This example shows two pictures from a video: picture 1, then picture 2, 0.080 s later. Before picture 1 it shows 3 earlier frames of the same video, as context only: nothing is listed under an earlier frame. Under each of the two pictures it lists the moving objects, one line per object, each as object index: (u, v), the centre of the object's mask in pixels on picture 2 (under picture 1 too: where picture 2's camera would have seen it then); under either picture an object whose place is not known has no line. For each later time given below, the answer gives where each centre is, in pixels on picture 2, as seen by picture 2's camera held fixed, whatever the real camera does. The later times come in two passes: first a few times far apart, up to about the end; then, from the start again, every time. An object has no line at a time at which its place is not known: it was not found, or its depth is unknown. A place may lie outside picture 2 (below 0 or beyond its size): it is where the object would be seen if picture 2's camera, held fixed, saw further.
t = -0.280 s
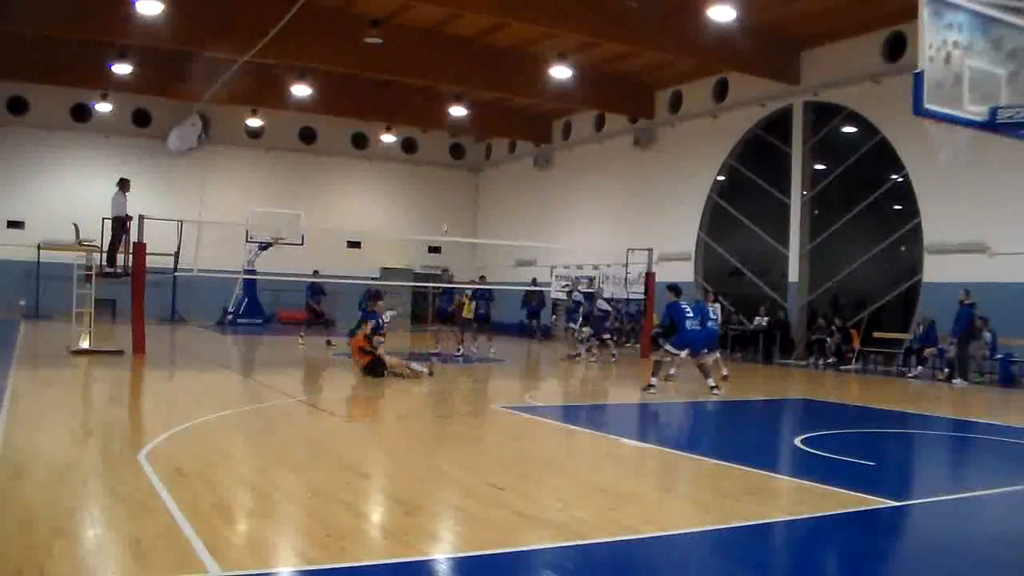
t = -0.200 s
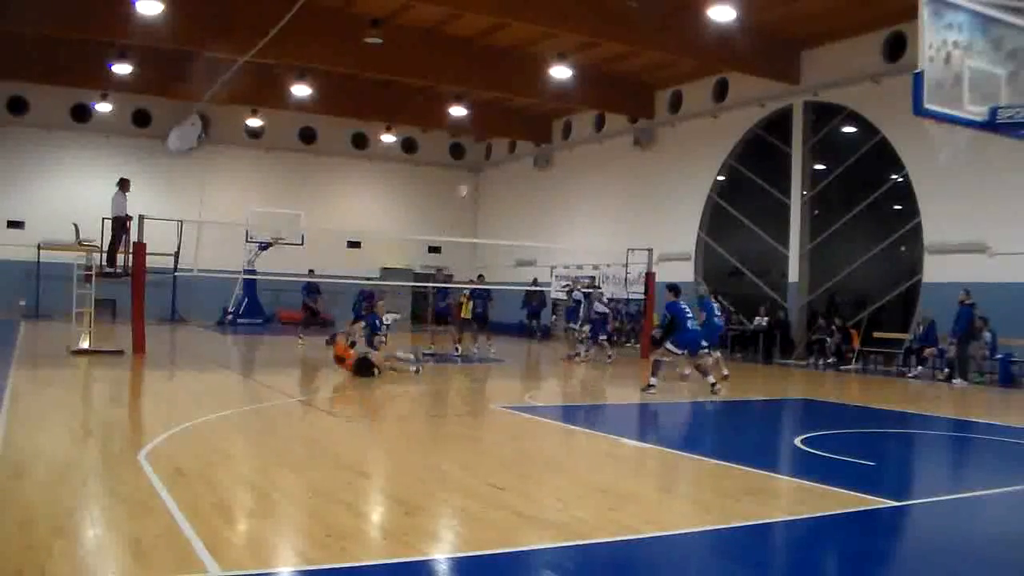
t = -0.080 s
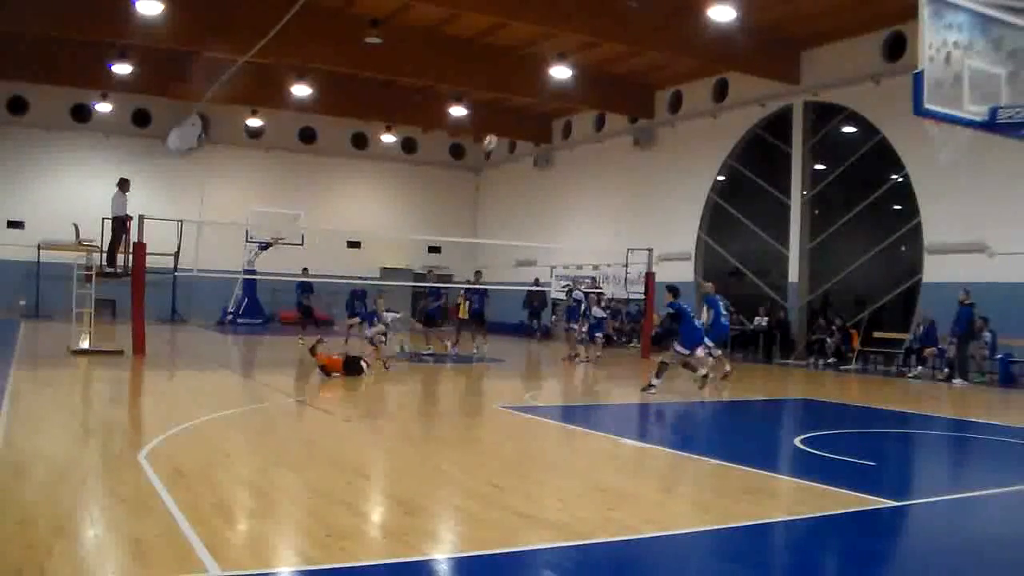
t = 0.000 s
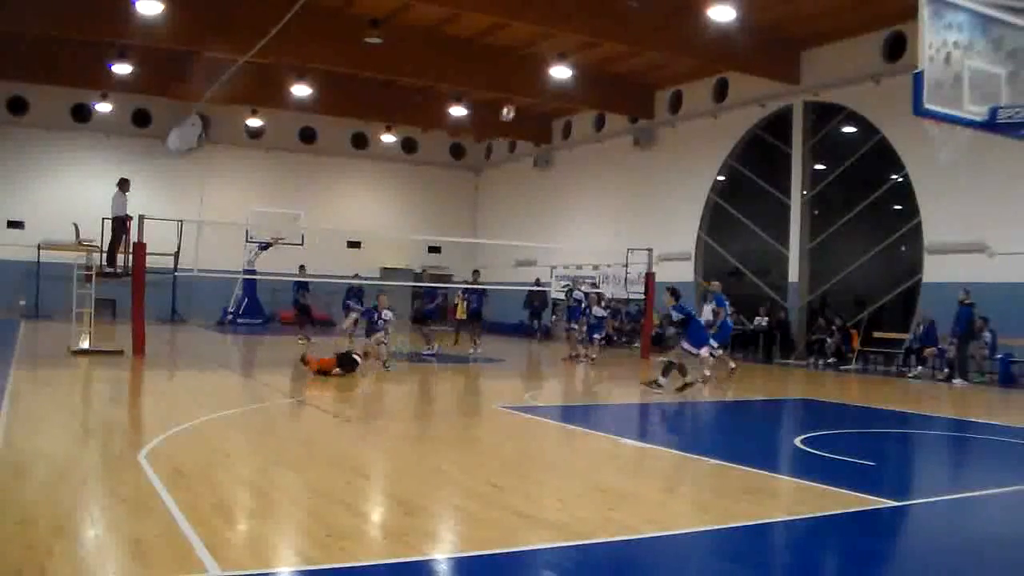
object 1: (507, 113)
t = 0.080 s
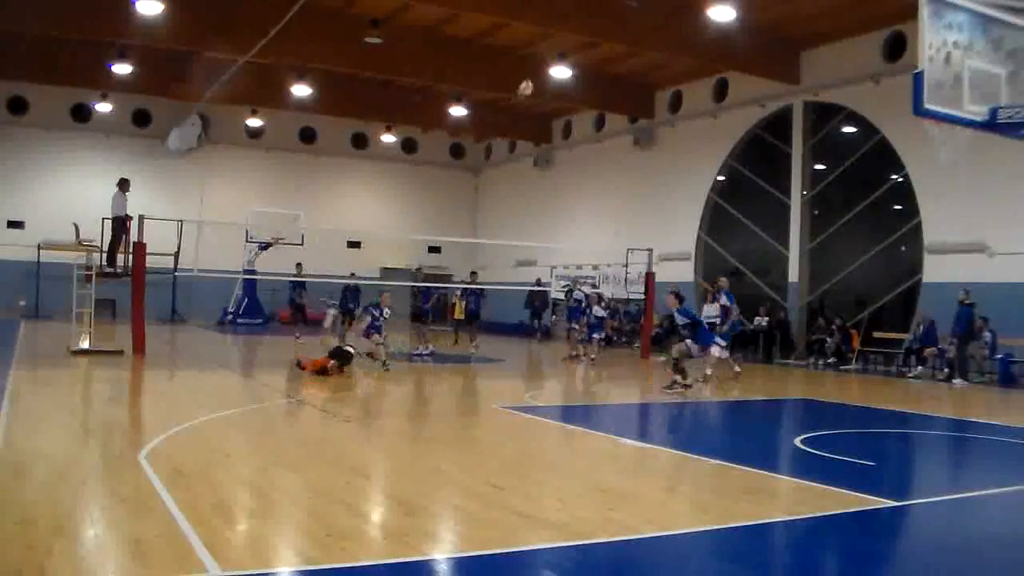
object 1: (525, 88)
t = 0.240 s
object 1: (562, 48)
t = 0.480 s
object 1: (618, 18)
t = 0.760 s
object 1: (689, 35)
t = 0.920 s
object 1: (734, 76)
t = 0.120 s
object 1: (534, 76)
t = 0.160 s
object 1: (543, 64)
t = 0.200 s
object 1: (552, 57)
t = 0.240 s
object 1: (562, 48)
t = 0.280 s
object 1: (571, 41)
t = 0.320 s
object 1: (581, 34)
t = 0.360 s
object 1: (589, 29)
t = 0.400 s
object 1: (599, 24)
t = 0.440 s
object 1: (609, 21)
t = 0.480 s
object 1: (618, 18)
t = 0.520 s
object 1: (628, 16)
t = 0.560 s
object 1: (638, 16)
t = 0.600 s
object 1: (648, 17)
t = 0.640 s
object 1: (658, 20)
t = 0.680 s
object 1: (668, 23)
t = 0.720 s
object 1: (679, 28)
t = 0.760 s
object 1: (689, 35)
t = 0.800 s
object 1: (701, 42)
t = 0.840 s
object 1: (712, 52)
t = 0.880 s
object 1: (723, 64)
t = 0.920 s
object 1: (734, 76)
